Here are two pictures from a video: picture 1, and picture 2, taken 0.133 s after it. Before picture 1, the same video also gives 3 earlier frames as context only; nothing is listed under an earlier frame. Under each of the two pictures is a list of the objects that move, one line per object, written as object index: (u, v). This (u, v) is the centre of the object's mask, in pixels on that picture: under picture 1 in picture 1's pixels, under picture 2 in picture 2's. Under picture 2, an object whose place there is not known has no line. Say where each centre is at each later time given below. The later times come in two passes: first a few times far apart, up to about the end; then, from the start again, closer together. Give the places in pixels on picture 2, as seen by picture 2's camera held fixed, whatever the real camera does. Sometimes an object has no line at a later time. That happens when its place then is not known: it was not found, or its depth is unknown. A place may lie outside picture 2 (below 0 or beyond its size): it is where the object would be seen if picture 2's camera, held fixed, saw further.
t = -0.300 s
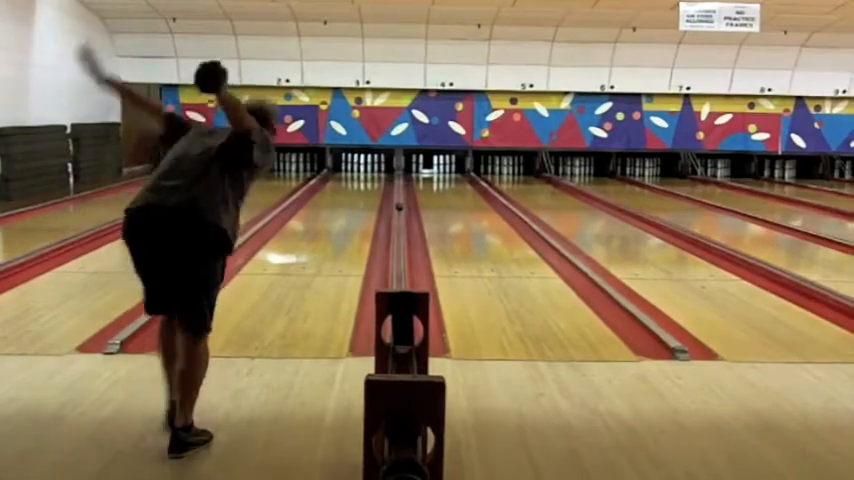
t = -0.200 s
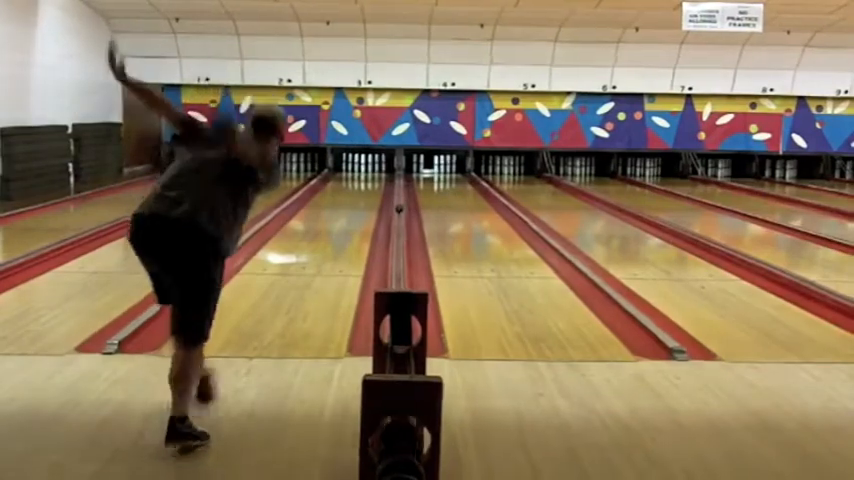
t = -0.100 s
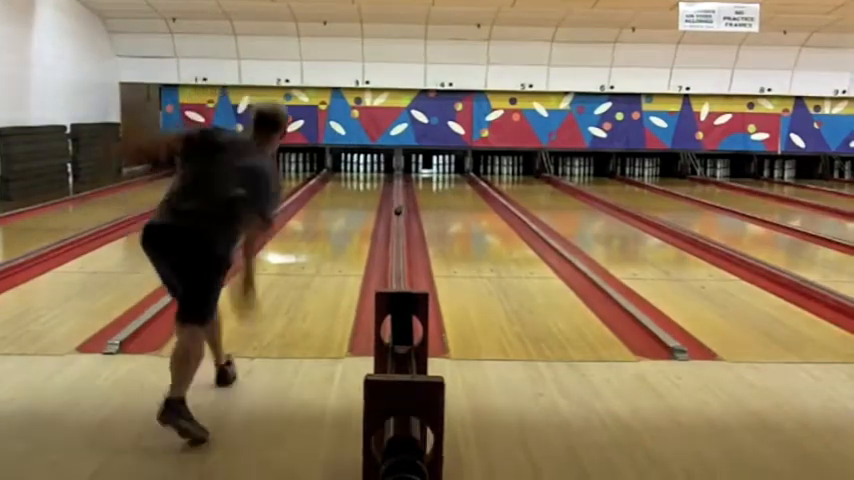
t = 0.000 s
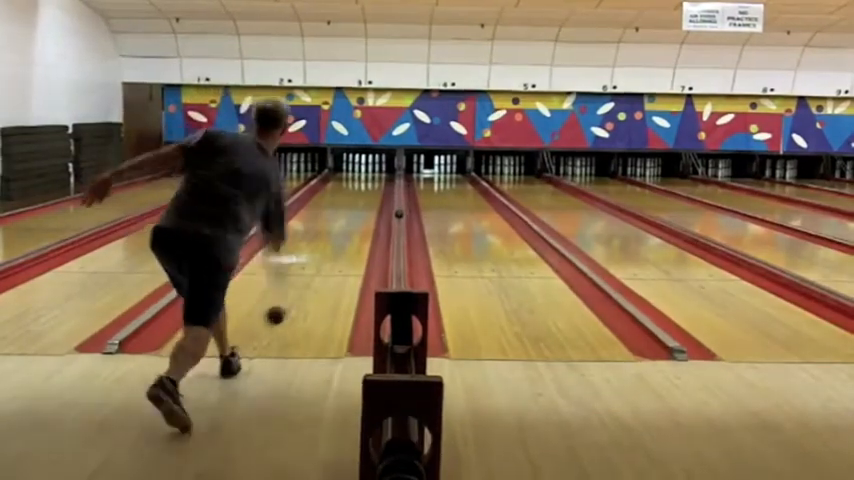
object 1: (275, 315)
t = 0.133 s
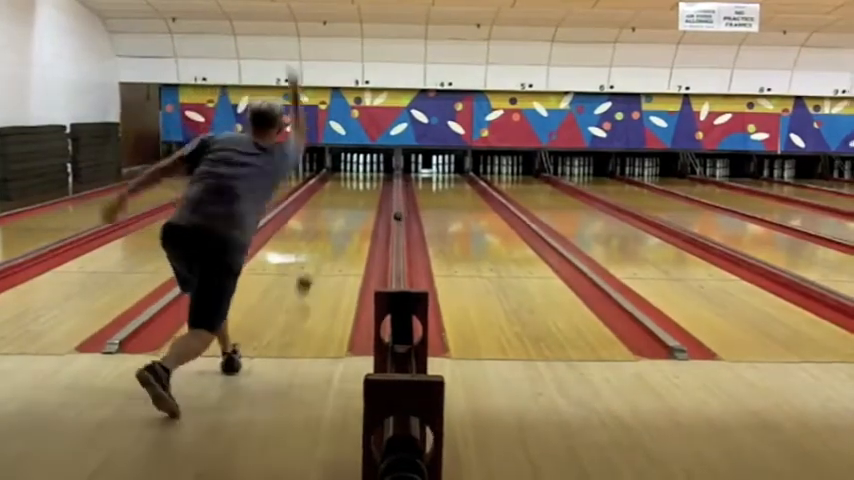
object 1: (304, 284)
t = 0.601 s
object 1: (342, 211)
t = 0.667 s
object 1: (345, 205)
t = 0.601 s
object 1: (342, 211)
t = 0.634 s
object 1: (344, 208)
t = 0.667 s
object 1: (345, 205)
